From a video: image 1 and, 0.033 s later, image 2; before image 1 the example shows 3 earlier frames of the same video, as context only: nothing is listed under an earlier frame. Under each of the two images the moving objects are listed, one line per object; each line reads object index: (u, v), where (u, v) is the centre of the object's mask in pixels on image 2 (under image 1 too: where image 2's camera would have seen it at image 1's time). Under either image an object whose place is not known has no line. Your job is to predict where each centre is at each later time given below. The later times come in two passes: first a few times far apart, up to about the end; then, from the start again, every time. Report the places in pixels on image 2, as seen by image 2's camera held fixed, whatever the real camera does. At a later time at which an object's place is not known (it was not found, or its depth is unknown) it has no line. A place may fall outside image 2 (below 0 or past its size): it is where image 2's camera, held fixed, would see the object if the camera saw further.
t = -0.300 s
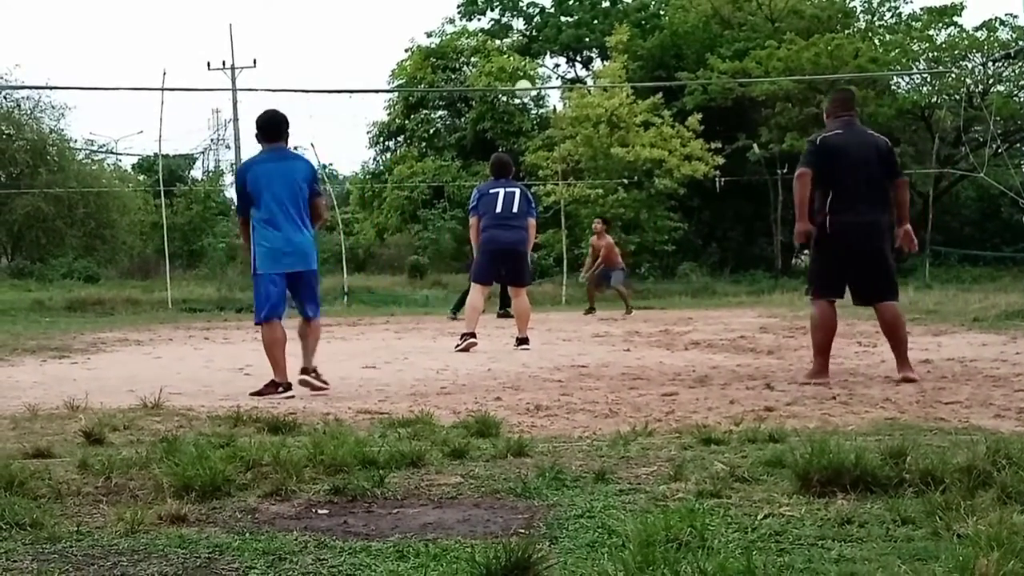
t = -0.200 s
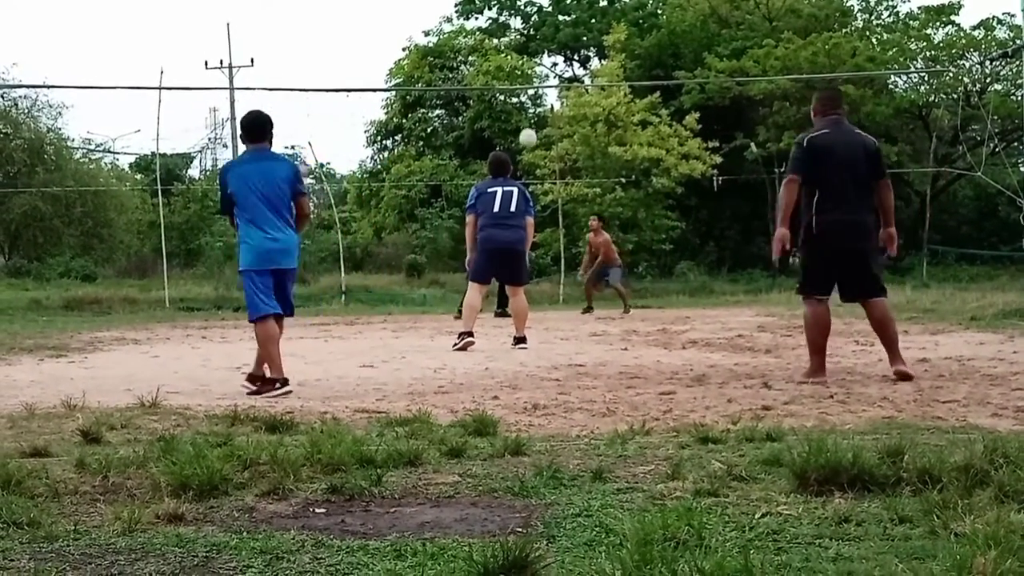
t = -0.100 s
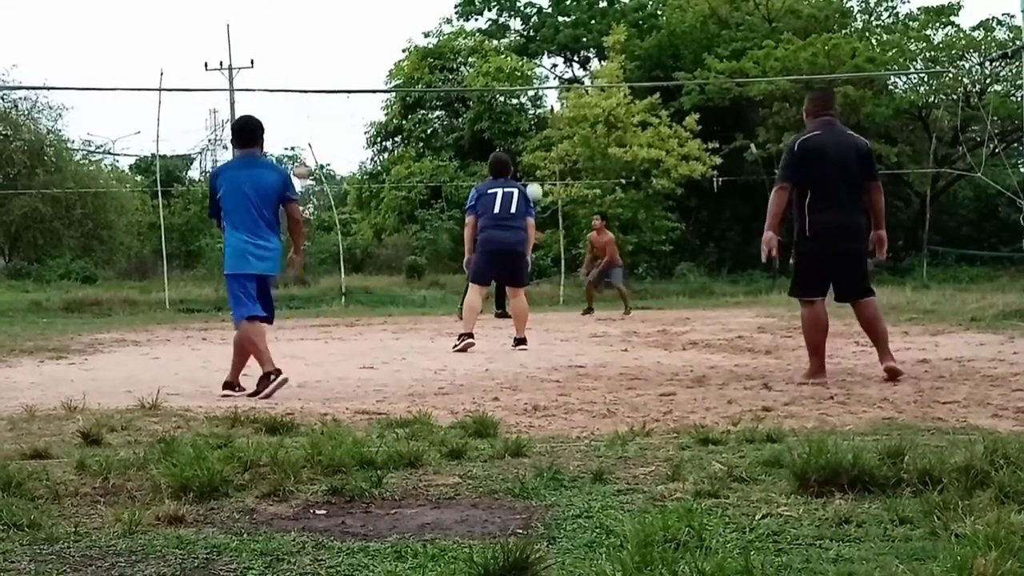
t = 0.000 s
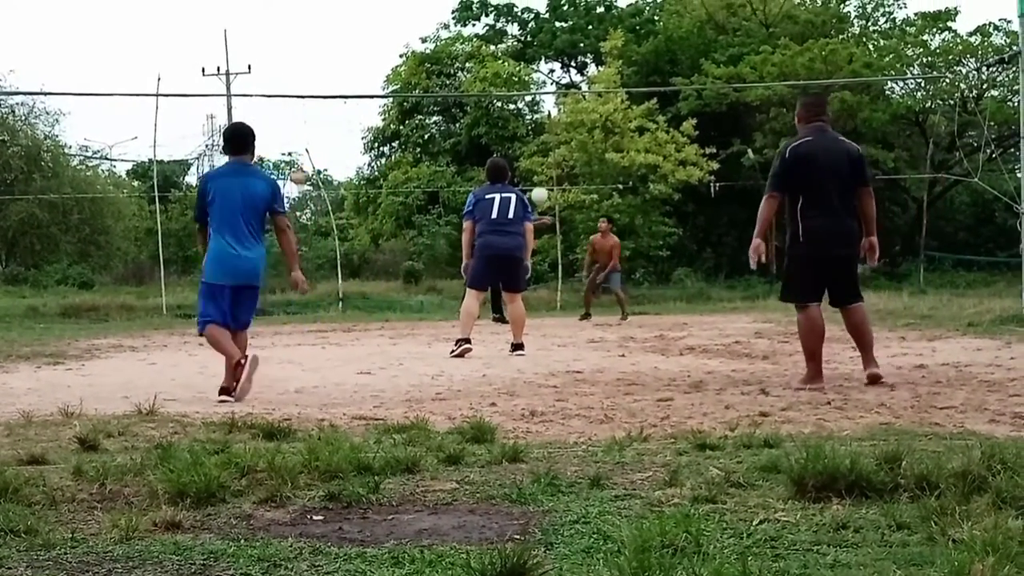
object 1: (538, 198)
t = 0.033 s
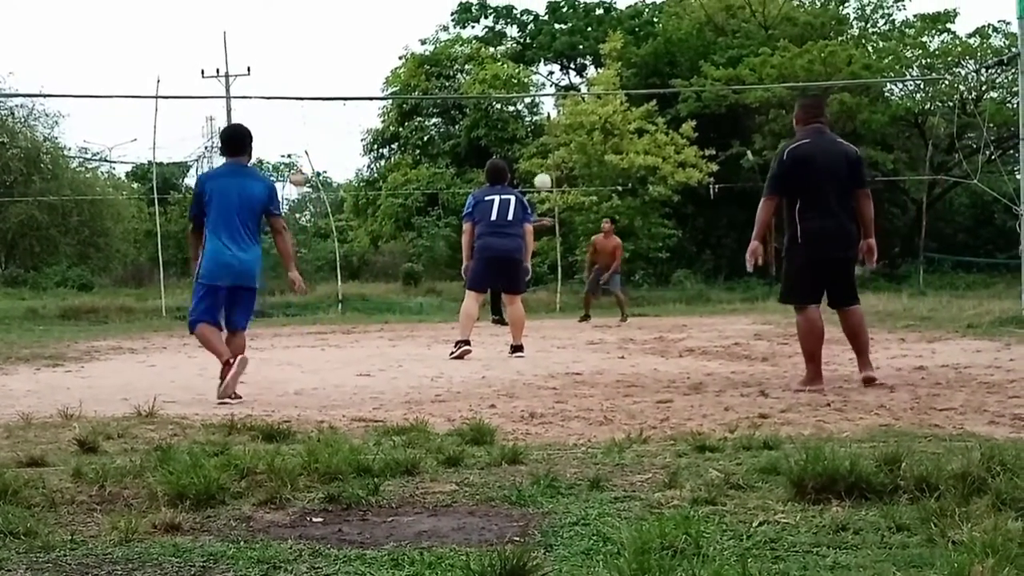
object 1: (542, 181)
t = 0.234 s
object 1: (566, 105)
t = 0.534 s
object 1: (609, 42)
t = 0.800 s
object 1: (658, 49)
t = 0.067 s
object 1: (547, 168)
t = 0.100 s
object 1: (551, 155)
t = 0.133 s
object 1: (554, 141)
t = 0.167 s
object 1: (558, 128)
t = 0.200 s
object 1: (561, 116)
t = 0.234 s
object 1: (566, 105)
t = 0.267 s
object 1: (569, 98)
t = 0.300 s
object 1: (576, 86)
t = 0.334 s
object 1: (580, 78)
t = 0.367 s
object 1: (585, 70)
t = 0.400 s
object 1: (589, 62)
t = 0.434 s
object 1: (594, 56)
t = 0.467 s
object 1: (599, 51)
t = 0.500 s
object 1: (604, 46)
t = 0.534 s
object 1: (609, 42)
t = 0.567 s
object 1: (614, 40)
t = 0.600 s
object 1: (621, 37)
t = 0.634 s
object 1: (627, 36)
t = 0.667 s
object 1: (633, 37)
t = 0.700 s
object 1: (639, 38)
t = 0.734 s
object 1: (645, 40)
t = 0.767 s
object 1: (652, 44)
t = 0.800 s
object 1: (658, 49)
